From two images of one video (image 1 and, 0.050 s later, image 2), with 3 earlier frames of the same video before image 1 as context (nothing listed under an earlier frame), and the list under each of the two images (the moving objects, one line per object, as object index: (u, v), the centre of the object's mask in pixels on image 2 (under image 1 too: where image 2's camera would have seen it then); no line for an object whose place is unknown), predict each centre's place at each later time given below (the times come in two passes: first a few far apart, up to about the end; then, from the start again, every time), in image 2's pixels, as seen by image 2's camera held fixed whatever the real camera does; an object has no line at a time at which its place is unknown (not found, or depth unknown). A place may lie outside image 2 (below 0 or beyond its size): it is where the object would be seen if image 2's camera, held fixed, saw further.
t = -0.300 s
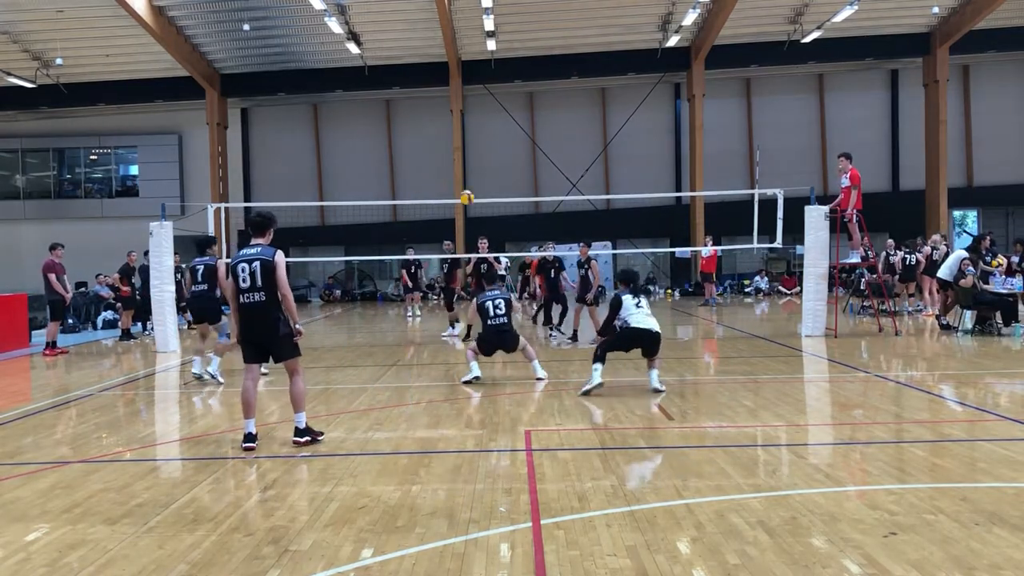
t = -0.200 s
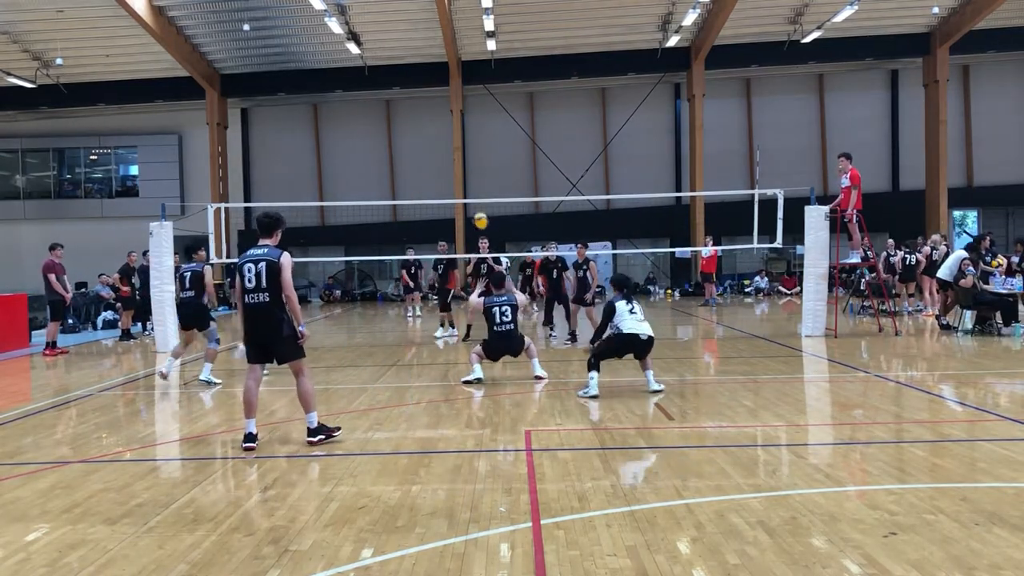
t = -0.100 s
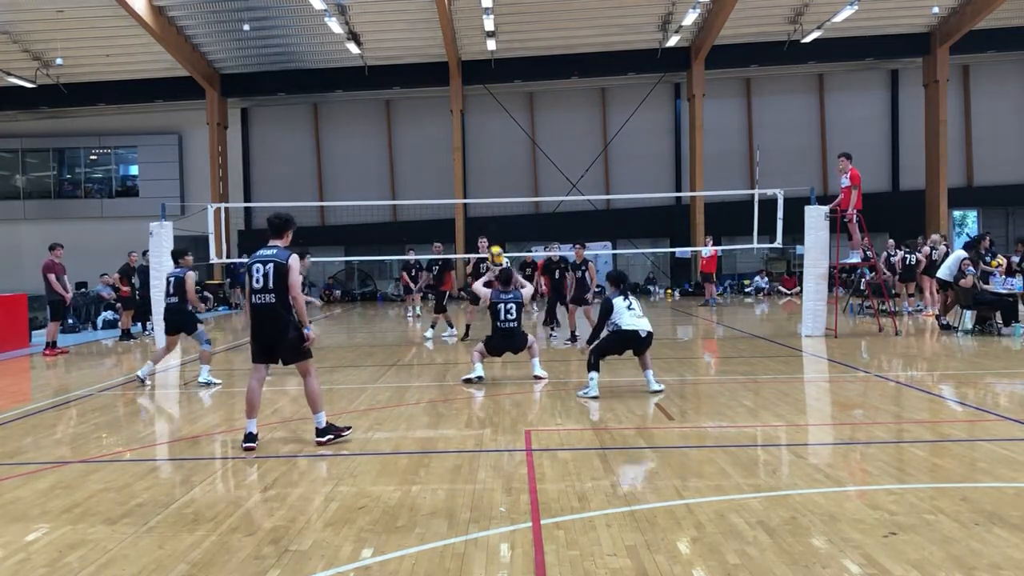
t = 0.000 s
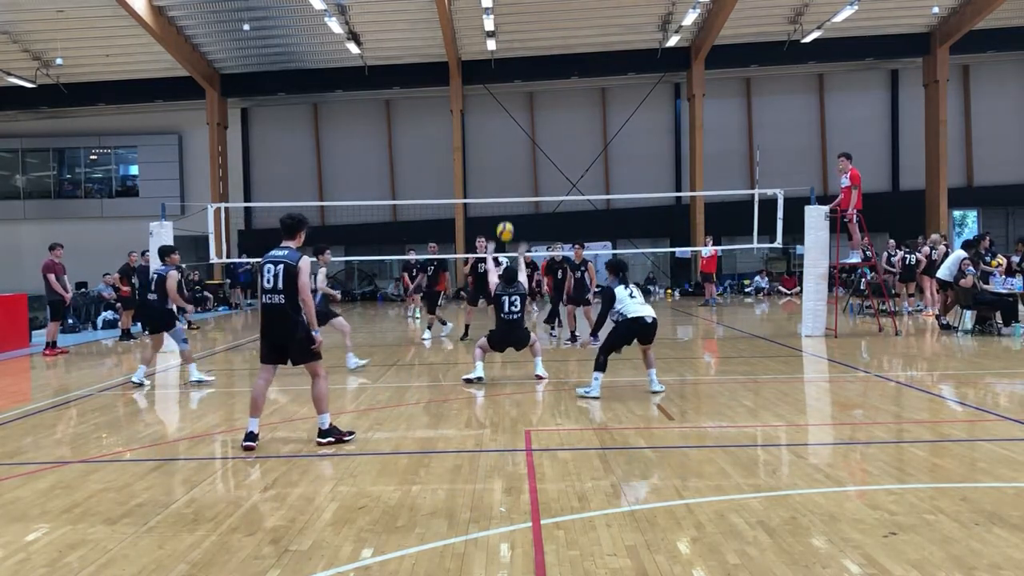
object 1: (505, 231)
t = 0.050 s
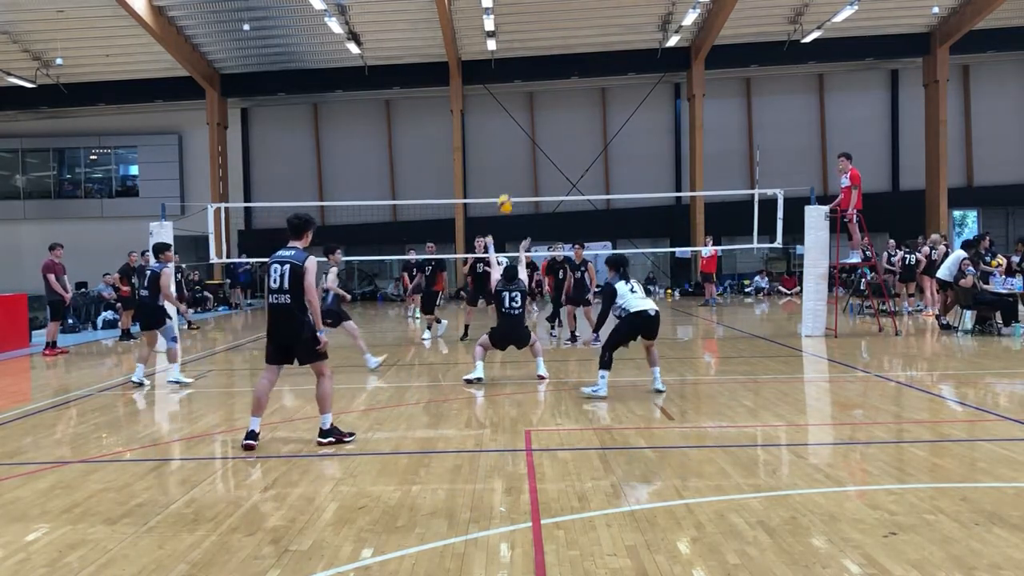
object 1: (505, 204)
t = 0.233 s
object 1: (506, 126)
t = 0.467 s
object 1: (508, 76)
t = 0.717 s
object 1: (512, 70)
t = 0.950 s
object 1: (515, 101)
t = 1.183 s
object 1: (517, 162)
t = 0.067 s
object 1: (505, 195)
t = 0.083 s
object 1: (505, 187)
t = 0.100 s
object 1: (505, 178)
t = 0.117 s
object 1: (505, 171)
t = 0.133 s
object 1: (505, 164)
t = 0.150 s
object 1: (505, 157)
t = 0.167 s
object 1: (505, 150)
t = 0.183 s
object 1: (506, 144)
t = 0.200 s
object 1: (506, 138)
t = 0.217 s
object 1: (506, 131)
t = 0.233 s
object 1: (506, 126)
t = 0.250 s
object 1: (506, 121)
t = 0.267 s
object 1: (506, 116)
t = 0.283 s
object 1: (507, 112)
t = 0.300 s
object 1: (506, 107)
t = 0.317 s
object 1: (507, 103)
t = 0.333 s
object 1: (507, 99)
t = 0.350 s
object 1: (507, 96)
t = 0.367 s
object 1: (507, 92)
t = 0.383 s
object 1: (508, 89)
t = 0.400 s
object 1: (507, 86)
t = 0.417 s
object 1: (508, 84)
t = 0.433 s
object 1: (508, 80)
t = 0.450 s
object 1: (508, 78)
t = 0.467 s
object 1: (508, 76)
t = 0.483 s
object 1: (508, 74)
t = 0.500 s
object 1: (509, 73)
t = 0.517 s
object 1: (509, 71)
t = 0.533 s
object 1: (509, 70)
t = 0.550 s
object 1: (509, 69)
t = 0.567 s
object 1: (510, 68)
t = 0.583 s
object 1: (510, 68)
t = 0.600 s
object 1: (510, 67)
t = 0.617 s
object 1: (510, 67)
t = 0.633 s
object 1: (510, 67)
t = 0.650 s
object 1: (511, 67)
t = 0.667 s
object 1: (511, 68)
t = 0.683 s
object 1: (511, 68)
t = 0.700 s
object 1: (511, 69)
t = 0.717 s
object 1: (512, 70)
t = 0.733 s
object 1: (512, 71)
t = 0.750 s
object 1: (512, 72)
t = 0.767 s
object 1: (512, 74)
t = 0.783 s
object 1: (513, 76)
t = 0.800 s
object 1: (513, 77)
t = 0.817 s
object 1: (513, 80)
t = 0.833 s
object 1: (513, 82)
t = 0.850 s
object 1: (514, 84)
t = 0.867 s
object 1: (513, 86)
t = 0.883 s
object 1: (514, 89)
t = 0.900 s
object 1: (514, 92)
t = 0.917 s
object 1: (514, 95)
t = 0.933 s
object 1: (515, 98)
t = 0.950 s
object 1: (515, 101)
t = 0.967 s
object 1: (515, 104)
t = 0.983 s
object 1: (515, 108)
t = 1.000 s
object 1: (516, 112)
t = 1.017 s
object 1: (515, 116)
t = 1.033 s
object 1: (516, 120)
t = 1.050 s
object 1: (516, 123)
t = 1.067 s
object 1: (517, 128)
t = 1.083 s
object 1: (517, 132)
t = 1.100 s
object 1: (517, 137)
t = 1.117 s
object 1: (517, 142)
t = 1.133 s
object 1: (517, 147)
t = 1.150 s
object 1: (517, 152)
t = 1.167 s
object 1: (517, 157)
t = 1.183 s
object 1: (517, 162)
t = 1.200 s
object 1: (518, 167)
